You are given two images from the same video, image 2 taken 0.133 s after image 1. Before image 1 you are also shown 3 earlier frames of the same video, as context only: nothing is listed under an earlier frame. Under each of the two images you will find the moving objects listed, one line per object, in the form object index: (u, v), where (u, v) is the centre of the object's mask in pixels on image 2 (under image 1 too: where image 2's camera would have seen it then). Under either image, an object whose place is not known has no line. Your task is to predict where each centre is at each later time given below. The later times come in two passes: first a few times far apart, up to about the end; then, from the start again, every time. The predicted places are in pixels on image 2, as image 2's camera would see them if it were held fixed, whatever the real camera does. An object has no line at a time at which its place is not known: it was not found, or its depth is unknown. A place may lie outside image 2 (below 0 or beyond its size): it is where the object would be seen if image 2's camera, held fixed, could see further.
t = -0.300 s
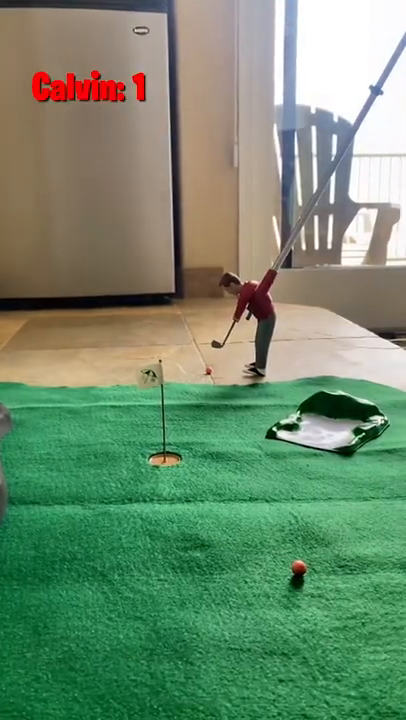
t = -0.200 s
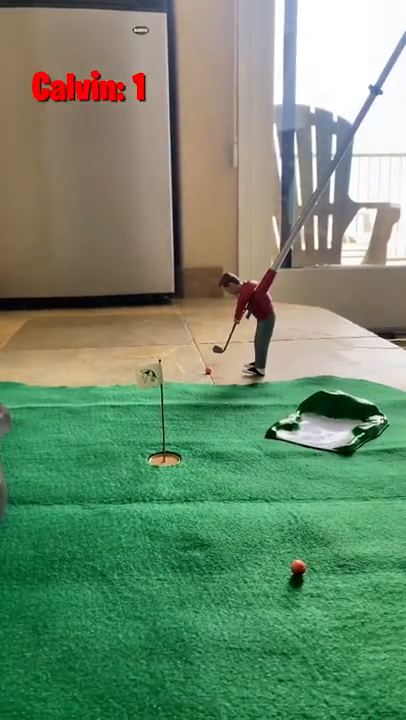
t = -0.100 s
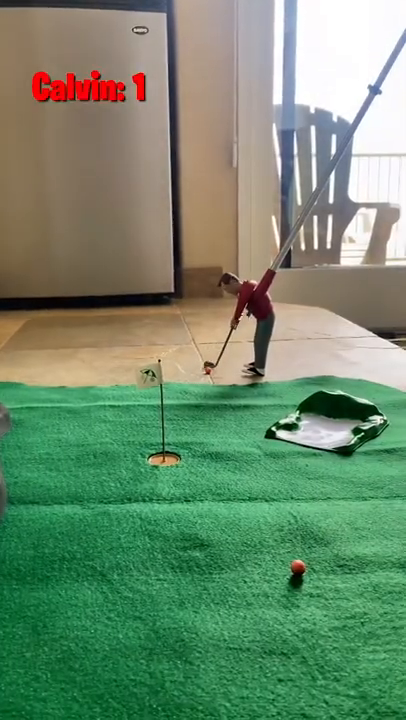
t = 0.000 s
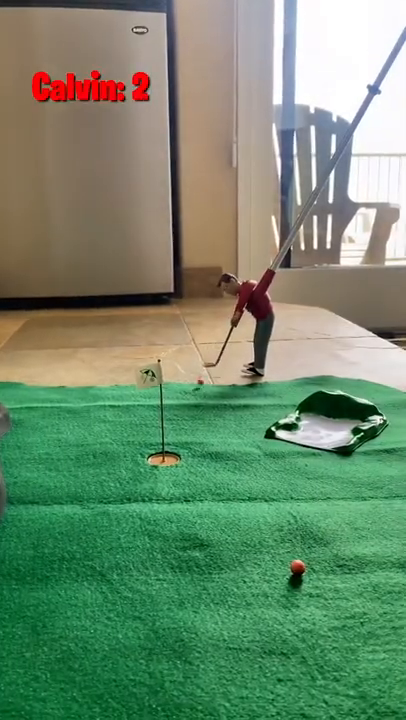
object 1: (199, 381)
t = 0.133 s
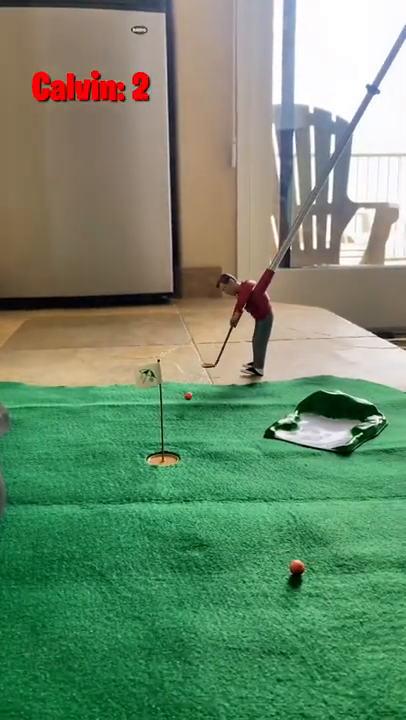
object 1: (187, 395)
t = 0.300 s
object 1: (178, 431)
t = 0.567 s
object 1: (168, 464)
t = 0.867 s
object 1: (173, 476)
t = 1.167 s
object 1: (171, 476)
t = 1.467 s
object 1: (171, 477)
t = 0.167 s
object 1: (185, 403)
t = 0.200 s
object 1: (183, 415)
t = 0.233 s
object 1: (182, 417)
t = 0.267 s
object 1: (179, 425)
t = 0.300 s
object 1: (178, 431)
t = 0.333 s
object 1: (176, 433)
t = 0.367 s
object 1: (173, 438)
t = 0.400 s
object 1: (172, 444)
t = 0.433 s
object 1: (169, 450)
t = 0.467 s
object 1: (170, 456)
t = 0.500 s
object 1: (171, 459)
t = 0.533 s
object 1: (170, 460)
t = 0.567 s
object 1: (168, 464)
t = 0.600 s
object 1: (167, 467)
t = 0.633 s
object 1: (166, 468)
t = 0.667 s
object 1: (166, 469)
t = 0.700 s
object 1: (166, 471)
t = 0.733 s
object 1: (168, 473)
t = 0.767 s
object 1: (169, 474)
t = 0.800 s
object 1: (170, 474)
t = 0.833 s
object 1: (171, 474)
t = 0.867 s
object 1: (173, 476)
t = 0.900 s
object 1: (173, 476)
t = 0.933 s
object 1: (174, 476)
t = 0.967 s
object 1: (174, 476)
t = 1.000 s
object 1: (174, 476)
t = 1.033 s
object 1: (172, 477)
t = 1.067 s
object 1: (171, 477)
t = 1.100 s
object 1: (171, 476)
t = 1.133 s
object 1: (171, 476)
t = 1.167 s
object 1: (171, 476)
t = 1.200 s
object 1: (171, 476)
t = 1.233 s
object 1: (172, 476)
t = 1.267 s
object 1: (171, 477)
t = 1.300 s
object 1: (171, 477)
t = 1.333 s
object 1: (171, 477)
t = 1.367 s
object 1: (171, 476)
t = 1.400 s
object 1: (171, 476)
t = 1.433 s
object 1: (171, 476)
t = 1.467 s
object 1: (171, 477)
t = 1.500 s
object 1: (171, 477)
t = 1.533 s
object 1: (171, 477)
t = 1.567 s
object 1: (171, 476)
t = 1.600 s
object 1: (171, 477)
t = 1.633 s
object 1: (171, 477)
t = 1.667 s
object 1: (171, 477)
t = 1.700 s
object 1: (171, 477)
